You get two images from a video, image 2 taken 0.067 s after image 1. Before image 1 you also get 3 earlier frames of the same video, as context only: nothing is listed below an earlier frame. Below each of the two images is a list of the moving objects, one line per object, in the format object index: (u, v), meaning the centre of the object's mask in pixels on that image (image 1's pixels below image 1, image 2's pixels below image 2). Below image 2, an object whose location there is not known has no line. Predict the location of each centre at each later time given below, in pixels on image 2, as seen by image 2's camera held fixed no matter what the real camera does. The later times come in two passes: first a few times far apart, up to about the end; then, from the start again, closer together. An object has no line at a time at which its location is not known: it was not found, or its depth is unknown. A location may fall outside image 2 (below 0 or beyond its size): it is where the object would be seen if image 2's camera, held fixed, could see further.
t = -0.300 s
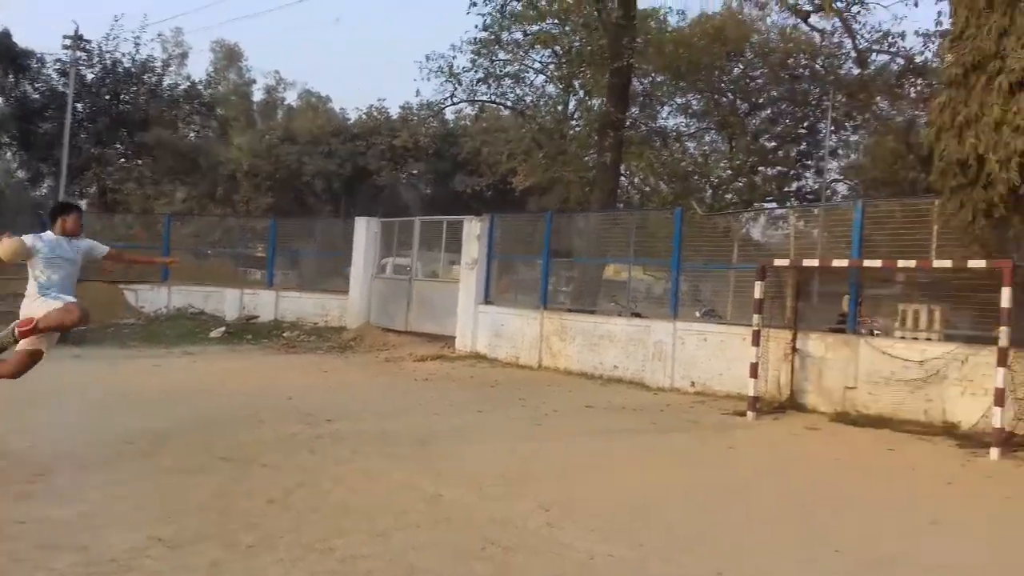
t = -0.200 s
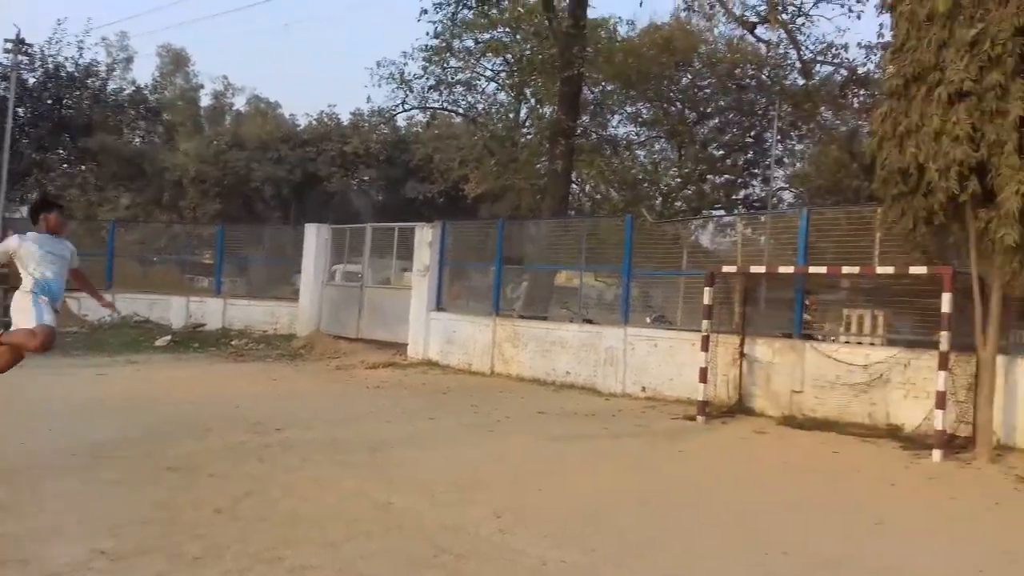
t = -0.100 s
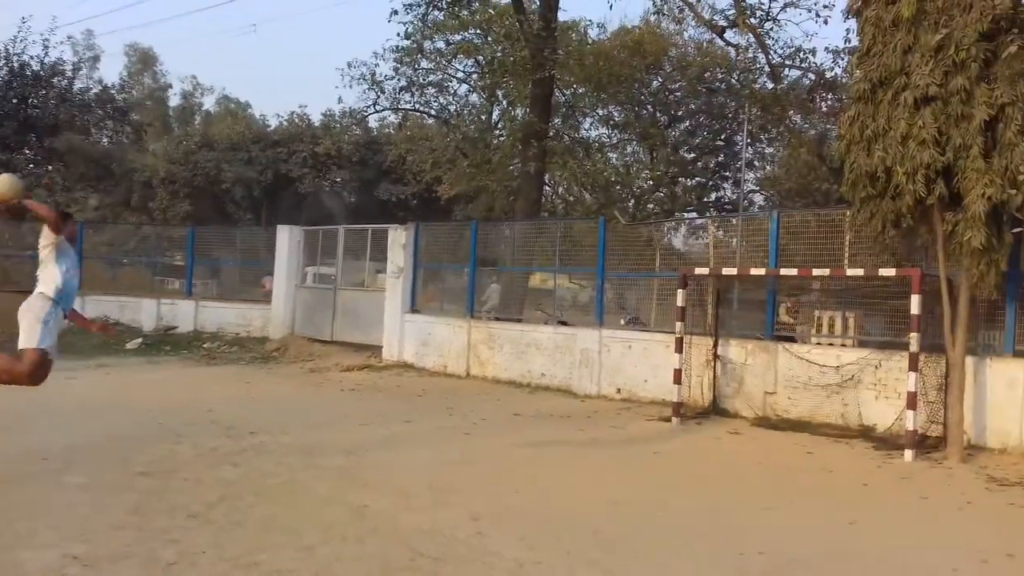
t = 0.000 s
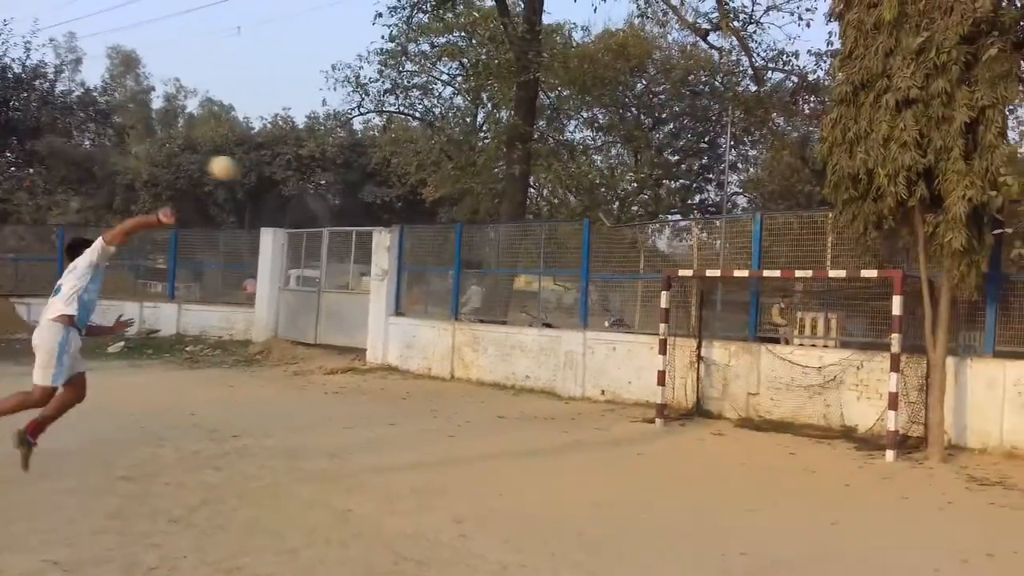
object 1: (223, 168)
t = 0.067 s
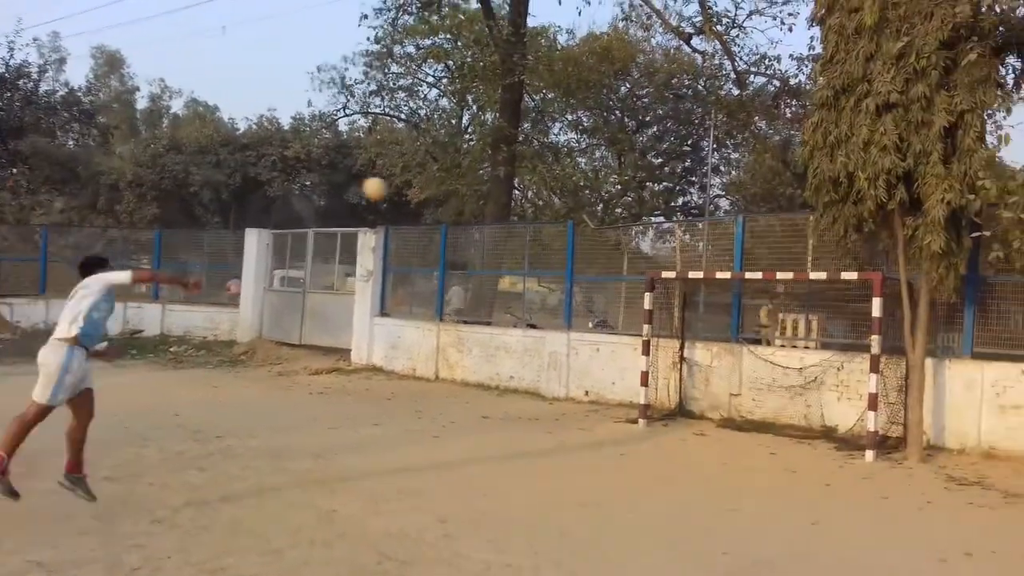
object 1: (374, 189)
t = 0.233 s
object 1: (672, 234)
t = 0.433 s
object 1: (824, 275)
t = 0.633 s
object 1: (749, 307)
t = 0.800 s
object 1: (659, 396)
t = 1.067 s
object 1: (413, 552)
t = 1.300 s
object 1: (166, 435)
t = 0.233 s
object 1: (672, 234)
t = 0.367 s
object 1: (838, 273)
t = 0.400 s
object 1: (835, 274)
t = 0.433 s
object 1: (824, 275)
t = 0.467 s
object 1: (816, 277)
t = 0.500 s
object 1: (804, 280)
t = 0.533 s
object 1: (791, 285)
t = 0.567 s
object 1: (778, 290)
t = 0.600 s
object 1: (765, 298)
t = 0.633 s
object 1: (749, 307)
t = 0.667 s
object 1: (734, 320)
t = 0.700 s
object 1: (717, 334)
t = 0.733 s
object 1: (697, 351)
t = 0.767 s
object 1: (677, 371)
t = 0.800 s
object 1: (659, 396)
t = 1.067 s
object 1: (413, 552)
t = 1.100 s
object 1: (387, 533)
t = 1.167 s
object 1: (327, 494)
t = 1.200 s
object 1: (292, 477)
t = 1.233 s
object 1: (254, 462)
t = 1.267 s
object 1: (212, 448)
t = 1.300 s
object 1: (166, 435)
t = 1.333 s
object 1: (115, 426)
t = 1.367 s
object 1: (58, 418)
